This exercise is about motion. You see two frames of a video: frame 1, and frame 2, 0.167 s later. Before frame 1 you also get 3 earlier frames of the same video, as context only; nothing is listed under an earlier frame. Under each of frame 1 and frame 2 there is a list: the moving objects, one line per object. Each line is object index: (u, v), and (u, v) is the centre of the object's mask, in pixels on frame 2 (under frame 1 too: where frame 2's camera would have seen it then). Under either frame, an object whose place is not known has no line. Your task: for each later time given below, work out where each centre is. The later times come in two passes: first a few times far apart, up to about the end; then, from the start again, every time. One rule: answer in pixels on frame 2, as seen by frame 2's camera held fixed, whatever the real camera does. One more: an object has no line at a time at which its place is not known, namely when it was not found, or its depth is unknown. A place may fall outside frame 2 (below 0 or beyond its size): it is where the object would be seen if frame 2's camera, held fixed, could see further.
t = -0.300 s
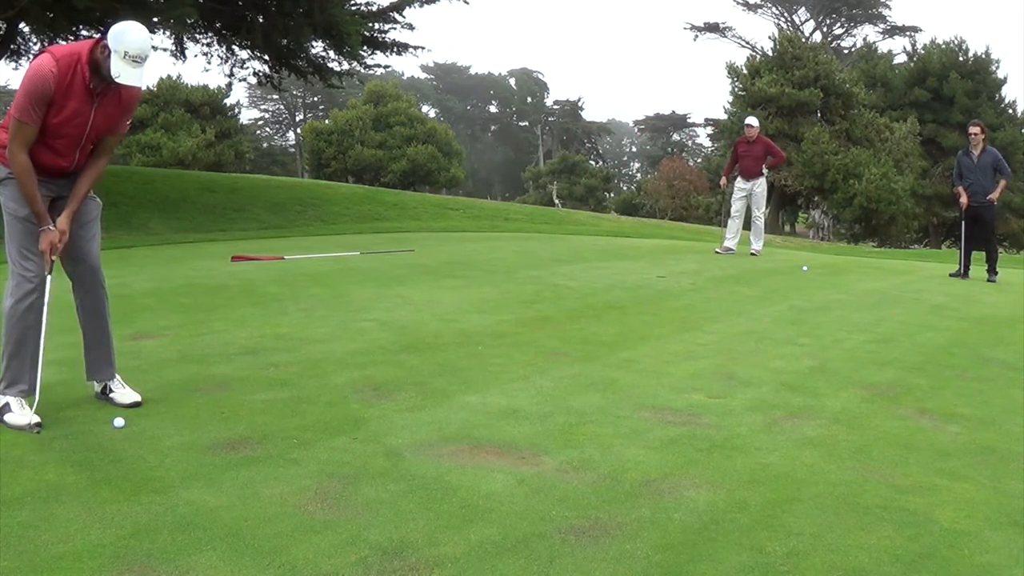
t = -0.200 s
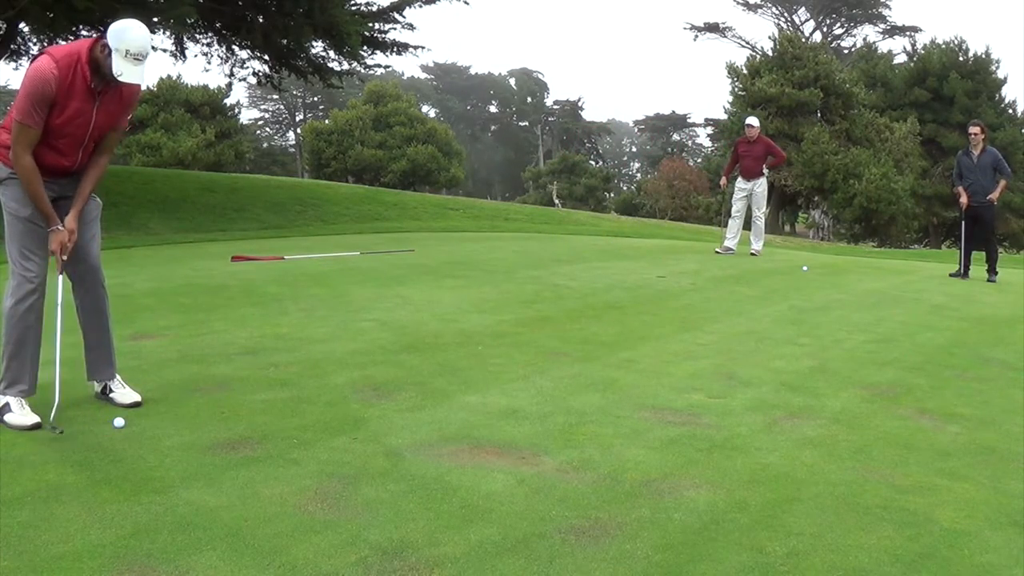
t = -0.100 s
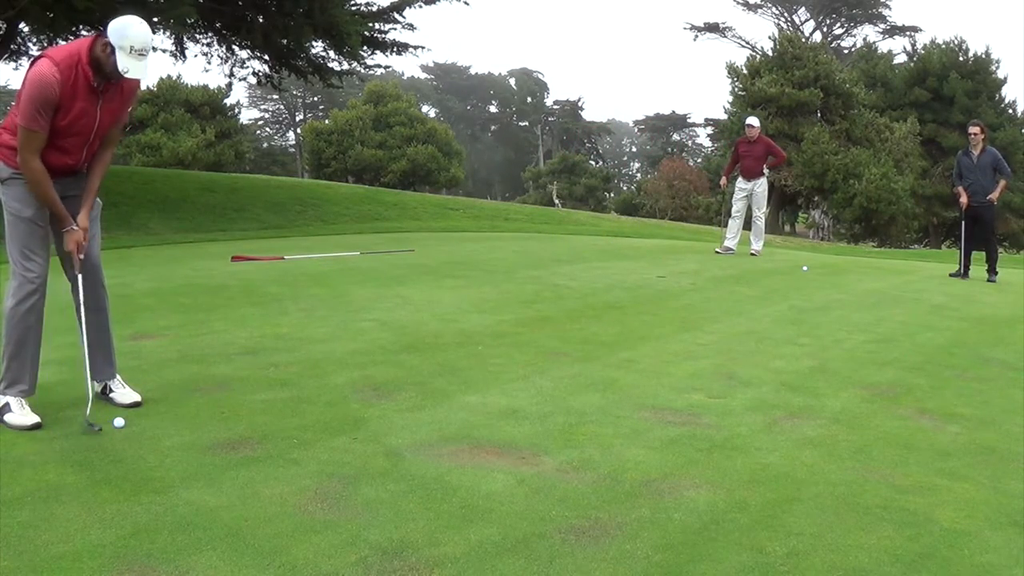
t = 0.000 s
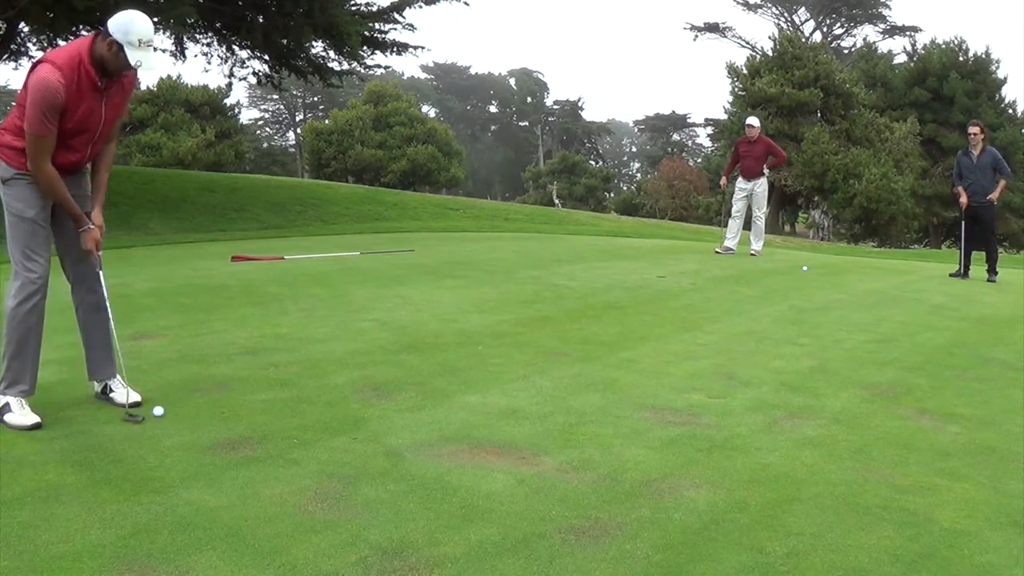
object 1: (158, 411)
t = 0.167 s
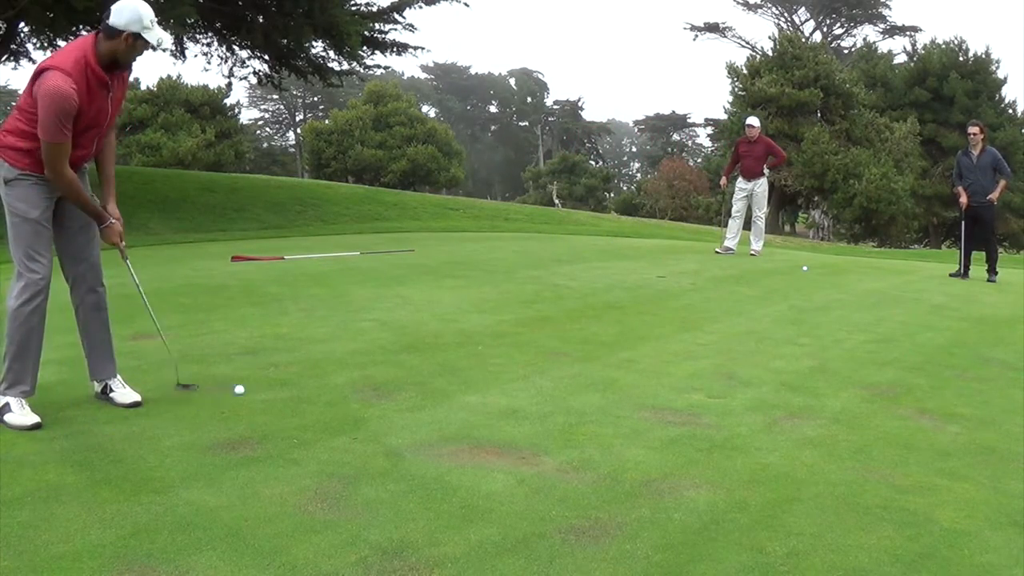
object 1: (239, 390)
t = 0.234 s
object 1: (265, 382)
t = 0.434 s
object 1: (337, 365)
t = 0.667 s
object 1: (405, 349)
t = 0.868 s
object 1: (453, 338)
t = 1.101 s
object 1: (499, 327)
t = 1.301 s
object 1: (533, 320)
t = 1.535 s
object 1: (568, 313)
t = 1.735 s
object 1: (594, 307)
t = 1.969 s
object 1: (620, 302)
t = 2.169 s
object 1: (640, 298)
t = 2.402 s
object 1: (661, 294)
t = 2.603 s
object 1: (676, 291)
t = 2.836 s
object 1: (692, 289)
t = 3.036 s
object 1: (703, 287)
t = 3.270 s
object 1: (715, 285)
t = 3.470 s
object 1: (723, 284)
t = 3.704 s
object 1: (730, 282)
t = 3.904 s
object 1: (736, 282)
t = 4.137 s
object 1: (741, 281)
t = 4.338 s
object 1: (743, 281)
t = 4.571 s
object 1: (746, 281)
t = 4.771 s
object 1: (746, 281)
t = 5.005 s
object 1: (746, 281)
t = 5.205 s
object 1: (746, 281)
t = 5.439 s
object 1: (746, 281)
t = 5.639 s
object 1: (746, 281)
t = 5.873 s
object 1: (746, 281)
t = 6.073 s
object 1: (746, 281)
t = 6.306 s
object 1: (746, 281)
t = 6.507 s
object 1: (746, 281)
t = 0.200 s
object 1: (252, 385)
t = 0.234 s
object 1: (265, 382)
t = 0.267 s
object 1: (278, 379)
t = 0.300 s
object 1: (291, 376)
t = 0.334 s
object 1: (303, 373)
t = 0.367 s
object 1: (314, 370)
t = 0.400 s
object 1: (326, 367)
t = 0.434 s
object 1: (337, 365)
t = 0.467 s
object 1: (347, 362)
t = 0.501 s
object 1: (357, 360)
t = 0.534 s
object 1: (368, 357)
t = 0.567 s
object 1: (377, 355)
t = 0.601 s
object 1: (387, 353)
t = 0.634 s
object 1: (396, 351)
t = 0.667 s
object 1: (405, 349)
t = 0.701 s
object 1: (414, 346)
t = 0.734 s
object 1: (422, 344)
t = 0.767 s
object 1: (430, 343)
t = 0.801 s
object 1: (438, 341)
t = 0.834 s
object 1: (445, 339)
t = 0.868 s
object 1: (453, 338)
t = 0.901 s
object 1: (460, 336)
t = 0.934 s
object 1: (467, 335)
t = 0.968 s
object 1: (473, 332)
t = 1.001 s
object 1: (480, 332)
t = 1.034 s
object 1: (486, 330)
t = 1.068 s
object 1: (493, 329)
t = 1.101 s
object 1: (499, 327)
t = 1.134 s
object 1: (505, 326)
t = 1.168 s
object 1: (511, 325)
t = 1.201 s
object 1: (516, 324)
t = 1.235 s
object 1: (523, 322)
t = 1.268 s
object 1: (528, 321)
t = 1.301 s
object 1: (533, 320)
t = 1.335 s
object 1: (538, 319)
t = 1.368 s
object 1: (544, 317)
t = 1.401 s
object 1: (549, 316)
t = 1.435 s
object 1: (554, 315)
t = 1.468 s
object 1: (559, 314)
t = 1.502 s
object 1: (564, 313)
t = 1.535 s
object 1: (568, 313)
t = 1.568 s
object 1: (573, 312)
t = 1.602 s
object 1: (577, 311)
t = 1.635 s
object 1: (582, 310)
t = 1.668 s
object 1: (586, 309)
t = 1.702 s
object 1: (590, 308)
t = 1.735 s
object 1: (594, 307)
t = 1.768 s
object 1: (598, 307)
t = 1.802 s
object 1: (602, 305)
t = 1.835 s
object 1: (606, 305)
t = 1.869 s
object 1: (609, 304)
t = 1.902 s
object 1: (613, 303)
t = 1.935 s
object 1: (617, 302)
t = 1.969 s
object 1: (620, 302)
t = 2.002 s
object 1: (624, 301)
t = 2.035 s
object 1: (627, 300)
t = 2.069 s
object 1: (630, 300)
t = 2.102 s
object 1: (634, 300)
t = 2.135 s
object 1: (637, 298)
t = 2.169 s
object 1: (640, 298)
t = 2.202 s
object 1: (643, 297)
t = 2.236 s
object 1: (646, 297)
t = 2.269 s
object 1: (649, 296)
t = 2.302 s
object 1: (652, 296)
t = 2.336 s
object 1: (655, 295)
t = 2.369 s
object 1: (658, 295)
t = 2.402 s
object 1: (661, 294)
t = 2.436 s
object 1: (664, 294)
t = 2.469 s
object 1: (666, 293)
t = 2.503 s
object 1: (669, 293)
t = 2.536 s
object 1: (671, 292)
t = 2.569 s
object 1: (674, 292)
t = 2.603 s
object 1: (676, 291)
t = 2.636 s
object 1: (678, 291)
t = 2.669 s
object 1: (680, 291)
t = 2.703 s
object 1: (683, 290)
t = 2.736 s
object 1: (685, 290)
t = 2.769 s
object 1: (687, 290)
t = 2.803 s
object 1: (689, 289)
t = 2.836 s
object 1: (692, 289)
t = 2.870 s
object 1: (694, 289)
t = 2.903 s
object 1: (695, 288)
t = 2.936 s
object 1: (698, 288)
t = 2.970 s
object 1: (699, 287)
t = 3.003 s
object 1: (702, 287)
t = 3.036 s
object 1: (703, 287)
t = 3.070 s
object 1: (705, 286)
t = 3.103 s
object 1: (707, 286)
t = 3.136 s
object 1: (709, 286)
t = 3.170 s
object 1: (710, 286)
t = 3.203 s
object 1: (712, 285)
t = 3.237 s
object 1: (714, 285)
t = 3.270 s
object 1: (715, 285)
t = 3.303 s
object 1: (717, 285)
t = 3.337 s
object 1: (718, 284)
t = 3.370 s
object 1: (720, 285)
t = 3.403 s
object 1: (721, 284)
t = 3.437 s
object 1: (722, 284)
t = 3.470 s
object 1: (723, 284)
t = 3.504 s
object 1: (725, 283)
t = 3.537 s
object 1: (726, 283)
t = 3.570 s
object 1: (727, 283)
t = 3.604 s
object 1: (728, 283)
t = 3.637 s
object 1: (728, 283)
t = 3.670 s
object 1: (730, 283)
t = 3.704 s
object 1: (730, 282)
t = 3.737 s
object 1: (731, 282)
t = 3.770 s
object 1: (732, 282)
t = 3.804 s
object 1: (733, 282)
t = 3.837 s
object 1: (734, 282)
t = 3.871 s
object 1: (735, 282)
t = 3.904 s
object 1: (736, 282)
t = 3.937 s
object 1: (736, 282)
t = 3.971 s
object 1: (737, 282)
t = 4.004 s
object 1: (738, 282)
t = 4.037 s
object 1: (738, 282)
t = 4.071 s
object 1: (739, 281)
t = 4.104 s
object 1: (740, 281)
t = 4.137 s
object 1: (741, 281)
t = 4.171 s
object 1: (741, 281)
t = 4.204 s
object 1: (742, 281)
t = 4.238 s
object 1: (742, 281)
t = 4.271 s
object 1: (742, 281)
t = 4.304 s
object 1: (743, 281)
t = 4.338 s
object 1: (743, 281)
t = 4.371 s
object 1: (744, 281)
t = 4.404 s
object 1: (744, 281)
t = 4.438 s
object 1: (744, 281)
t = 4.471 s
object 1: (745, 281)
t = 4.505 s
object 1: (745, 281)
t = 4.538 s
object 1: (746, 281)
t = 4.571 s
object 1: (746, 281)
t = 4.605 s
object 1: (746, 281)
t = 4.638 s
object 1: (747, 281)
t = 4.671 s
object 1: (747, 281)
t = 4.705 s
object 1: (747, 281)
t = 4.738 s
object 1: (747, 281)
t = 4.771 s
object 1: (746, 281)
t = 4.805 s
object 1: (746, 281)
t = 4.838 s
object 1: (746, 281)
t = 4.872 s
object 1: (746, 281)
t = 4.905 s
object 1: (746, 281)
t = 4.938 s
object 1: (746, 281)
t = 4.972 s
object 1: (746, 281)
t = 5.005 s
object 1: (746, 281)
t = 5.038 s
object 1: (746, 281)
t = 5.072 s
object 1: (746, 281)
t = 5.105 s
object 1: (746, 281)
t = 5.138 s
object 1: (746, 281)
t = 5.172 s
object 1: (746, 281)
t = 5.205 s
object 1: (746, 281)
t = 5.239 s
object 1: (746, 281)
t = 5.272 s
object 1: (746, 281)
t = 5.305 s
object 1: (746, 281)
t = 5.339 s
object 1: (746, 281)
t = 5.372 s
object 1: (746, 281)
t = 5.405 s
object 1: (746, 281)
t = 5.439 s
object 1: (746, 281)
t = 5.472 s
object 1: (746, 281)
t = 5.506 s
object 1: (746, 281)
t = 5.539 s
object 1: (746, 281)
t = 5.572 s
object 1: (746, 281)
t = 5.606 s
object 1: (746, 281)
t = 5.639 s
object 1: (746, 281)
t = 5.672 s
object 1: (746, 281)
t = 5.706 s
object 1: (746, 281)
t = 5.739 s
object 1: (746, 281)
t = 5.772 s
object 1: (746, 281)
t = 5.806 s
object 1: (746, 281)
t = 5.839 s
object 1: (746, 281)
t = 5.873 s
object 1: (746, 281)
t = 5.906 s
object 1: (746, 281)
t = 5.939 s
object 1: (746, 281)
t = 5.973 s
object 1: (746, 281)
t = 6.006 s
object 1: (746, 281)
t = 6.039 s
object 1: (746, 281)
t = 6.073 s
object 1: (746, 281)
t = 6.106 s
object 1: (746, 281)
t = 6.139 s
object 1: (746, 281)
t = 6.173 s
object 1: (746, 281)
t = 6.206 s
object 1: (746, 281)
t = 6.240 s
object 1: (746, 281)
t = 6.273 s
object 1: (746, 281)
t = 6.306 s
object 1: (746, 281)
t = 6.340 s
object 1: (746, 281)
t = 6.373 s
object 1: (746, 281)
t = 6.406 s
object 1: (746, 281)
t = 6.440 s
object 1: (746, 281)
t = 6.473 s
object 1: (746, 281)
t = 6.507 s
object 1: (746, 281)
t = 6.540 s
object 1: (746, 281)
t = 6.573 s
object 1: (746, 281)
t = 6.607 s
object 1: (746, 281)
